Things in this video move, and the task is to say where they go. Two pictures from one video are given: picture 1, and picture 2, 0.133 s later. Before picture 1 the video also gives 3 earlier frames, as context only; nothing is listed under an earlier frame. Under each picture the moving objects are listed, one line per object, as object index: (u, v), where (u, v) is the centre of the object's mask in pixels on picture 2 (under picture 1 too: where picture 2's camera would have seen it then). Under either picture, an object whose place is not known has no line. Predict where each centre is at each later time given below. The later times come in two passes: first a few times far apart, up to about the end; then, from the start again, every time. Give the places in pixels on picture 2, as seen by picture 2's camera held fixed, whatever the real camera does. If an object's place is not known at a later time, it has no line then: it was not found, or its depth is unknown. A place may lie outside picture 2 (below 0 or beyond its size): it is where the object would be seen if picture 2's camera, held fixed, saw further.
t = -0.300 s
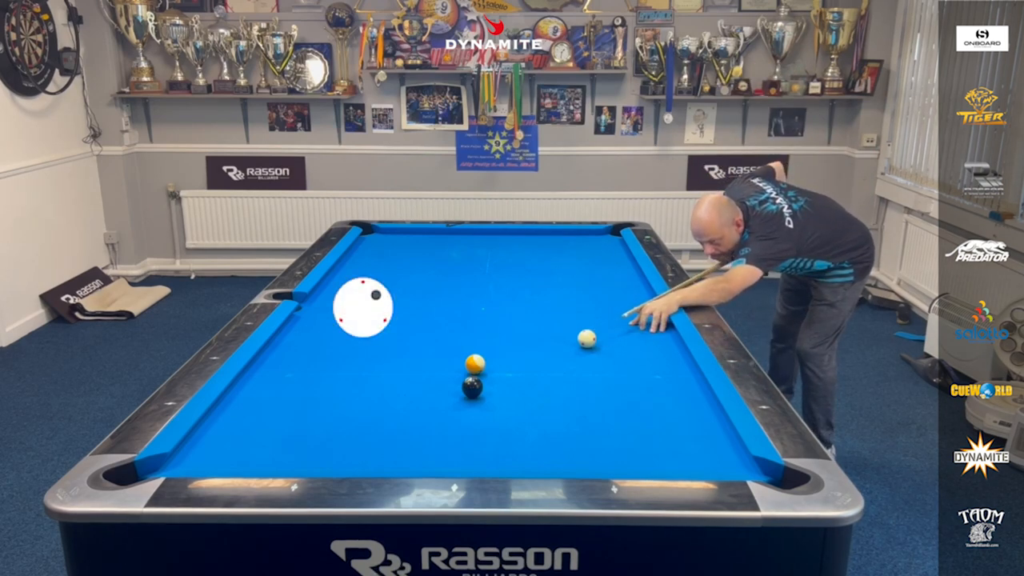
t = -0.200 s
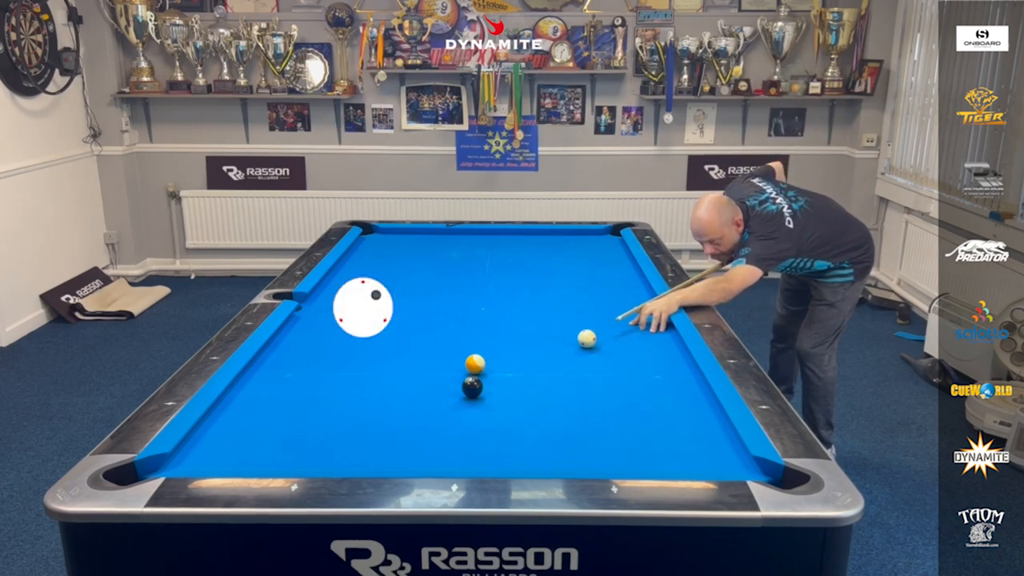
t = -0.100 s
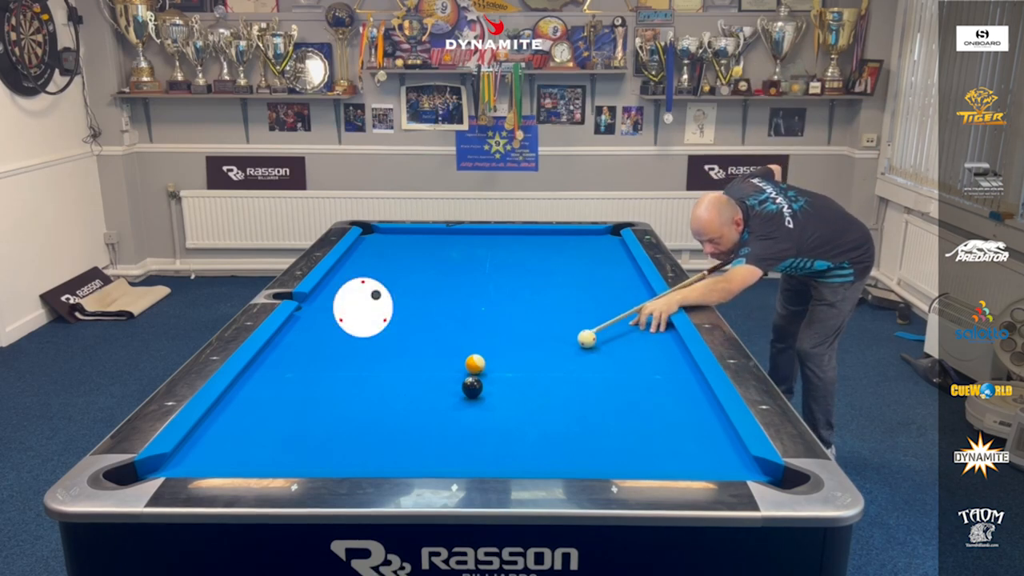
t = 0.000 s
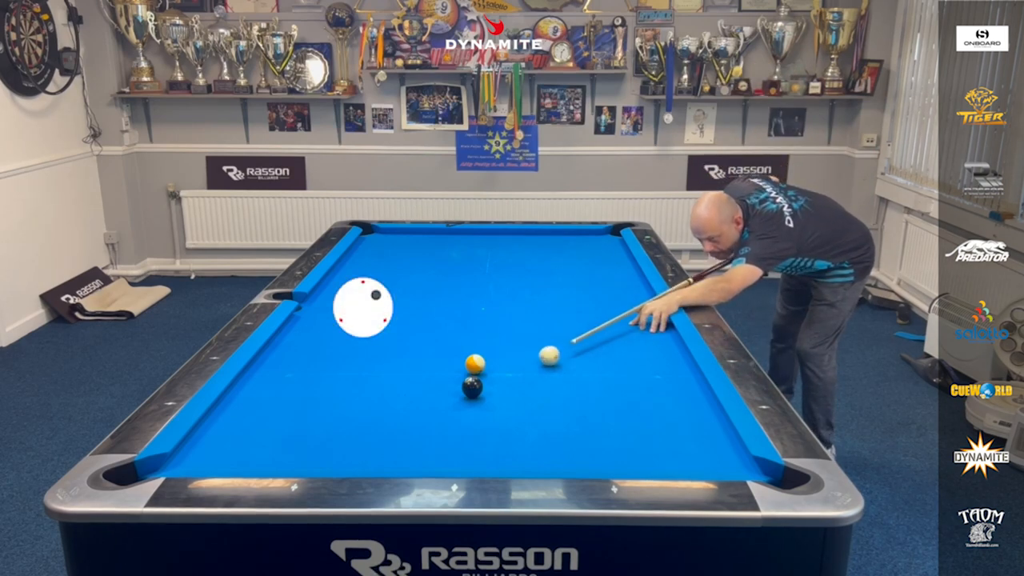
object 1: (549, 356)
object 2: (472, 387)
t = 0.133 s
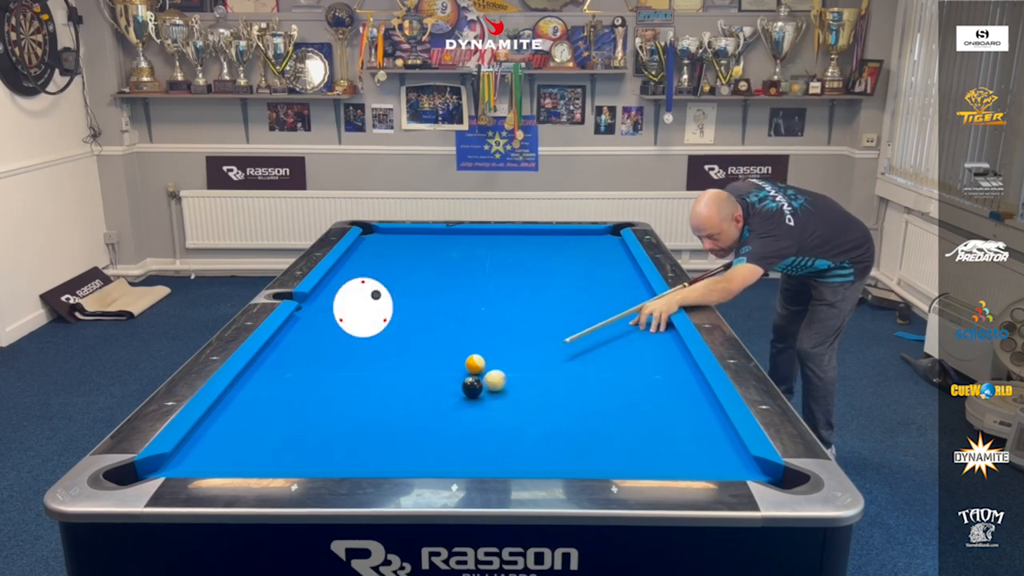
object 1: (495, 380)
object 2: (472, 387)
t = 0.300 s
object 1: (498, 395)
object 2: (388, 409)
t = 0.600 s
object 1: (485, 429)
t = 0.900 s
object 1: (468, 461)
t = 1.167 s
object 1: (451, 444)
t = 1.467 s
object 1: (435, 424)
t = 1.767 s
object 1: (422, 408)
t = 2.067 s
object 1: (411, 394)
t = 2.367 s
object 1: (403, 382)
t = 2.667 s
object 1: (396, 371)
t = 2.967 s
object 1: (391, 363)
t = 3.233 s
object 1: (387, 356)
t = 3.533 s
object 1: (383, 350)
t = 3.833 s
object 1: (380, 344)
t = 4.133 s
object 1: (378, 340)
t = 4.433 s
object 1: (377, 336)
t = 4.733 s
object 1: (376, 334)
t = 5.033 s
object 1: (376, 332)
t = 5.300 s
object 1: (376, 331)
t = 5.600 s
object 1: (375, 330)
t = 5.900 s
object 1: (376, 330)
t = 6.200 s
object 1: (376, 330)
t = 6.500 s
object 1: (375, 331)
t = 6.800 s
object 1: (375, 330)
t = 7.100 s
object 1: (375, 330)
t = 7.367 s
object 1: (375, 330)
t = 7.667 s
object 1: (375, 331)
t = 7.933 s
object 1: (375, 331)
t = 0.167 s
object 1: (493, 384)
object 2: (459, 391)
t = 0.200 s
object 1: (495, 387)
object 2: (441, 395)
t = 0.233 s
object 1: (497, 389)
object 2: (423, 400)
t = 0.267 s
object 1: (498, 392)
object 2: (405, 405)
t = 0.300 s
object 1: (498, 395)
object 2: (388, 409)
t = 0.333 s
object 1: (497, 398)
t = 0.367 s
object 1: (497, 401)
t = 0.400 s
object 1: (495, 405)
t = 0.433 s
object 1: (493, 409)
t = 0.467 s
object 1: (492, 413)
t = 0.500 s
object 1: (490, 416)
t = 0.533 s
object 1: (488, 420)
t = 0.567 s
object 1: (487, 424)
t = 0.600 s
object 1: (485, 429)
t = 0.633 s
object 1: (483, 433)
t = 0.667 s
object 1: (481, 437)
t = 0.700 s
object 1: (480, 441)
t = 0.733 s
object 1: (478, 446)
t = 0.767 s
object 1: (476, 450)
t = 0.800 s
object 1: (474, 454)
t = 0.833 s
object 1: (472, 458)
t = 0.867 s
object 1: (470, 460)
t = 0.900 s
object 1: (468, 461)
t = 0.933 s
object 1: (465, 459)
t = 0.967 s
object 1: (463, 457)
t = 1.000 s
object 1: (461, 455)
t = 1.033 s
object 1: (459, 454)
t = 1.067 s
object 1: (457, 451)
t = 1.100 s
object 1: (455, 448)
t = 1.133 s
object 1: (453, 446)
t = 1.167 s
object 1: (451, 444)
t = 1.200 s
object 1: (449, 441)
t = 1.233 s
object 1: (447, 439)
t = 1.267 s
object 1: (445, 437)
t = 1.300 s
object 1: (443, 435)
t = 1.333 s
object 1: (442, 432)
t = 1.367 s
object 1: (440, 430)
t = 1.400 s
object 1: (438, 428)
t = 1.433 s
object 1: (437, 426)
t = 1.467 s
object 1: (435, 424)
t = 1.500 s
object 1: (434, 422)
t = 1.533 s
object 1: (432, 420)
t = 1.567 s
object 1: (430, 418)
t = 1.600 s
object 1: (429, 416)
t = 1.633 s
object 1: (427, 415)
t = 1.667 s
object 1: (426, 413)
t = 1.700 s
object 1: (425, 411)
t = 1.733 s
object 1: (423, 409)
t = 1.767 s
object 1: (422, 408)
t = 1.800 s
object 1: (421, 406)
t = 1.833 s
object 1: (419, 404)
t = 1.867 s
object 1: (418, 403)
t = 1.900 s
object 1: (417, 401)
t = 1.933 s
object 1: (416, 399)
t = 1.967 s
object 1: (414, 398)
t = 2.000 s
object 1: (413, 397)
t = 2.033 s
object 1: (412, 395)
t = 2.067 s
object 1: (411, 394)
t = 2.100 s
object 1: (410, 392)
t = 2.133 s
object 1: (409, 391)
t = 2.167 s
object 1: (408, 389)
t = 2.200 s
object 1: (407, 388)
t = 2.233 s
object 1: (406, 387)
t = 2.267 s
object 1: (405, 385)
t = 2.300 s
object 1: (404, 384)
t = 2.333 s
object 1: (404, 383)
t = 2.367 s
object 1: (403, 382)
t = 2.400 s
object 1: (402, 380)
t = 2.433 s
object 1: (401, 379)
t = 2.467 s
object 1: (400, 378)
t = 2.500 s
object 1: (400, 377)
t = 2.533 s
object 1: (399, 376)
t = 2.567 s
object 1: (398, 375)
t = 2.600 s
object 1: (398, 373)
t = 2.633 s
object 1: (397, 372)
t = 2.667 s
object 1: (396, 371)
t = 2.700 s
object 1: (396, 370)
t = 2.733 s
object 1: (395, 369)
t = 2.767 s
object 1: (394, 368)
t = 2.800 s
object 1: (394, 367)
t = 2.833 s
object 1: (393, 366)
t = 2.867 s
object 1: (393, 366)
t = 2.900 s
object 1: (392, 364)
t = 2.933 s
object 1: (392, 363)
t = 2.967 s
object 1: (391, 363)
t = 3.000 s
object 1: (390, 362)
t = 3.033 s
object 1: (390, 361)
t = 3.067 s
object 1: (389, 360)
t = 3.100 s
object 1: (389, 359)
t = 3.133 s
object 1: (389, 358)
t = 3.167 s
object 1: (388, 357)
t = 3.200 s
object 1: (388, 357)
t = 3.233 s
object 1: (387, 356)
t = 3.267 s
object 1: (387, 355)
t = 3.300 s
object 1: (386, 354)
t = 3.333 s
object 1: (386, 353)
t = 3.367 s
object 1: (385, 353)
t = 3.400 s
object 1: (385, 352)
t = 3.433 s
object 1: (384, 352)
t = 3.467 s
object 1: (384, 351)
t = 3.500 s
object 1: (383, 350)
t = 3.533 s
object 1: (383, 350)
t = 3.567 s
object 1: (383, 349)
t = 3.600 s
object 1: (382, 348)
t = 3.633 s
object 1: (382, 348)
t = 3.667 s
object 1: (382, 347)
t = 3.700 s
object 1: (381, 346)
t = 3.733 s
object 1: (381, 346)
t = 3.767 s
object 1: (380, 345)
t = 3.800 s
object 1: (380, 345)
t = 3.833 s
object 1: (380, 344)
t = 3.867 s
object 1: (379, 344)
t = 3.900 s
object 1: (379, 343)
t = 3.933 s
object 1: (379, 343)
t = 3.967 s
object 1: (379, 342)
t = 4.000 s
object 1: (379, 342)
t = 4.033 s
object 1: (378, 341)
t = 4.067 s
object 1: (378, 341)
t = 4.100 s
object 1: (378, 340)
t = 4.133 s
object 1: (378, 340)
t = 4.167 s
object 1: (378, 339)
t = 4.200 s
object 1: (378, 339)
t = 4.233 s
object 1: (377, 339)
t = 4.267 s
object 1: (377, 338)
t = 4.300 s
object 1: (377, 338)
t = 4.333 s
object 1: (377, 337)
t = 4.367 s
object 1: (377, 337)
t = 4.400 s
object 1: (377, 337)
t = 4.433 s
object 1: (377, 336)
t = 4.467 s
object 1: (377, 336)
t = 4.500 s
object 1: (377, 336)
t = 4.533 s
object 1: (377, 335)
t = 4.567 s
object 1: (376, 335)
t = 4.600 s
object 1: (376, 335)
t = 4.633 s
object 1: (376, 335)
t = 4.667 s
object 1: (376, 334)
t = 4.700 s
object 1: (376, 334)
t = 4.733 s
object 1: (376, 334)
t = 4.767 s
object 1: (376, 334)
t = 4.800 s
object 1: (376, 333)
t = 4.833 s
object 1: (376, 333)
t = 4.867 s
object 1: (376, 333)
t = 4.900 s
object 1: (376, 333)
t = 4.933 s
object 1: (376, 332)
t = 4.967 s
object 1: (376, 332)
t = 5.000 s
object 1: (376, 332)
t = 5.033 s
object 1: (376, 332)
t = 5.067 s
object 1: (376, 332)
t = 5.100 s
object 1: (376, 332)
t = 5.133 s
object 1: (376, 332)
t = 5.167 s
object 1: (376, 331)
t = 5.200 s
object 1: (376, 331)
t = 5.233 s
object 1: (376, 331)
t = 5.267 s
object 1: (376, 331)
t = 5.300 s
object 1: (376, 331)
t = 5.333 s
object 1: (376, 331)
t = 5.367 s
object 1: (376, 331)
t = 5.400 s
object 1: (376, 331)
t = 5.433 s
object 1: (376, 330)
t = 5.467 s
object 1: (375, 330)
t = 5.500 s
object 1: (375, 330)
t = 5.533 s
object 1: (375, 331)
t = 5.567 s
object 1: (375, 330)
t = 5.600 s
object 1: (375, 330)
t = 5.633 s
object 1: (376, 330)
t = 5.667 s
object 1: (376, 330)
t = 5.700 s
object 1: (376, 330)
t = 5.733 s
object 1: (376, 330)
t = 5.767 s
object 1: (376, 330)
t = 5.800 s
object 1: (376, 330)
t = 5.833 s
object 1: (376, 330)
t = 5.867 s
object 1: (376, 331)
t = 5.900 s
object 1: (376, 330)
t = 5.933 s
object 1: (376, 330)
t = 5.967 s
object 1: (376, 330)
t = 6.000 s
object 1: (376, 330)
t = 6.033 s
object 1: (376, 331)
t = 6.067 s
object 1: (376, 330)
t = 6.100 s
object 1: (376, 331)
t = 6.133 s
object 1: (376, 330)
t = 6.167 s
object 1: (376, 331)
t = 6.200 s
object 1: (376, 330)
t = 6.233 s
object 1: (376, 331)
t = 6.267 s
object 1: (376, 330)
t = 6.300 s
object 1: (376, 331)
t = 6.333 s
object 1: (376, 330)
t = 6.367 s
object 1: (375, 331)
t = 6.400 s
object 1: (375, 330)
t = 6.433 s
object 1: (375, 331)
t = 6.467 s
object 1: (375, 330)
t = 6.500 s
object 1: (375, 331)
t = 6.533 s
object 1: (375, 330)
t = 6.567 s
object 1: (375, 331)
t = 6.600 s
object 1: (375, 330)
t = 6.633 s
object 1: (375, 330)
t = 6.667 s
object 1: (375, 330)
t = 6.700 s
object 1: (375, 330)
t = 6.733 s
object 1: (375, 330)
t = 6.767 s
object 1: (375, 330)
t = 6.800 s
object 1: (375, 330)
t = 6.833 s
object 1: (375, 330)
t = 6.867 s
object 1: (375, 330)
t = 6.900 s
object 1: (375, 330)
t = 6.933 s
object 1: (375, 330)
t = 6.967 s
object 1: (375, 330)
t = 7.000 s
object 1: (375, 330)
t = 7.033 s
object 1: (375, 330)
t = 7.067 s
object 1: (375, 331)
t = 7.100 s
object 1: (375, 330)
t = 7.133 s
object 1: (375, 330)
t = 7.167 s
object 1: (375, 331)
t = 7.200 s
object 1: (375, 331)
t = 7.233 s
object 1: (375, 331)
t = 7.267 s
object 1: (375, 330)
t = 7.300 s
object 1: (375, 330)
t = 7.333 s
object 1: (375, 330)
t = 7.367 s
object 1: (375, 330)
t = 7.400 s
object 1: (375, 330)
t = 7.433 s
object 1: (375, 330)
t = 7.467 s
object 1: (375, 331)
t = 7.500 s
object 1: (375, 330)
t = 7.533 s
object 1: (375, 331)
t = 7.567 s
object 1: (376, 331)
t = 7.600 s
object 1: (376, 331)
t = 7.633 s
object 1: (375, 331)
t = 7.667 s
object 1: (375, 331)
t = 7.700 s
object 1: (375, 331)
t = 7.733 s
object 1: (375, 330)
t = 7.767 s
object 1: (375, 331)
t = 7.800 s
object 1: (376, 331)
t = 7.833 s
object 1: (375, 330)
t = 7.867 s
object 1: (375, 330)
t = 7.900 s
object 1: (376, 331)
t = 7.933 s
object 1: (375, 331)
